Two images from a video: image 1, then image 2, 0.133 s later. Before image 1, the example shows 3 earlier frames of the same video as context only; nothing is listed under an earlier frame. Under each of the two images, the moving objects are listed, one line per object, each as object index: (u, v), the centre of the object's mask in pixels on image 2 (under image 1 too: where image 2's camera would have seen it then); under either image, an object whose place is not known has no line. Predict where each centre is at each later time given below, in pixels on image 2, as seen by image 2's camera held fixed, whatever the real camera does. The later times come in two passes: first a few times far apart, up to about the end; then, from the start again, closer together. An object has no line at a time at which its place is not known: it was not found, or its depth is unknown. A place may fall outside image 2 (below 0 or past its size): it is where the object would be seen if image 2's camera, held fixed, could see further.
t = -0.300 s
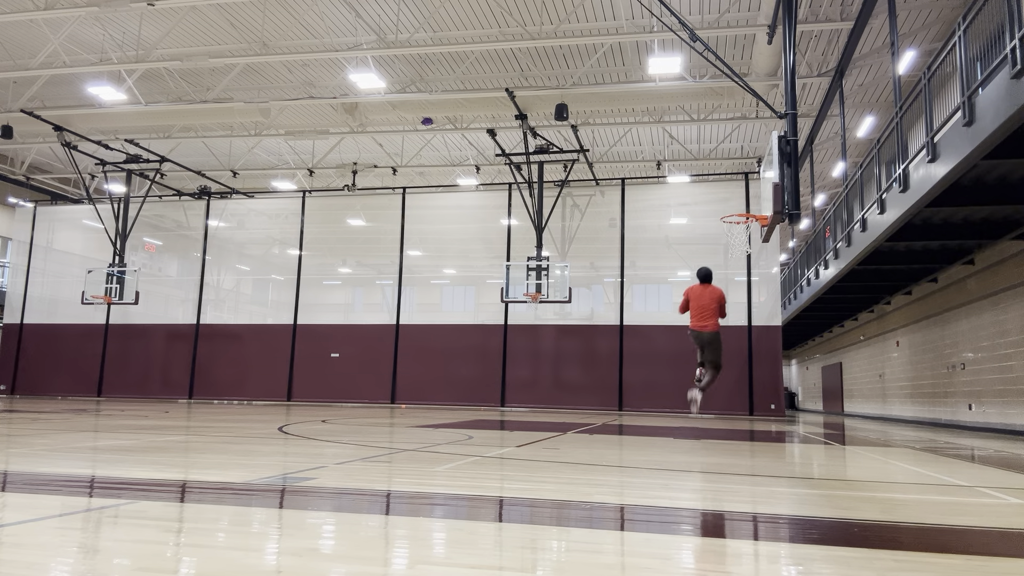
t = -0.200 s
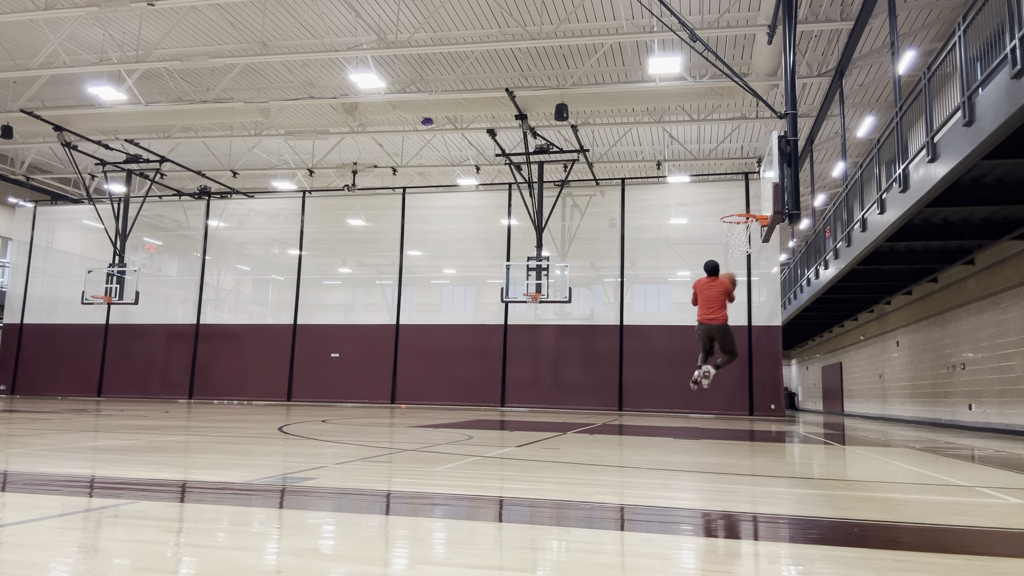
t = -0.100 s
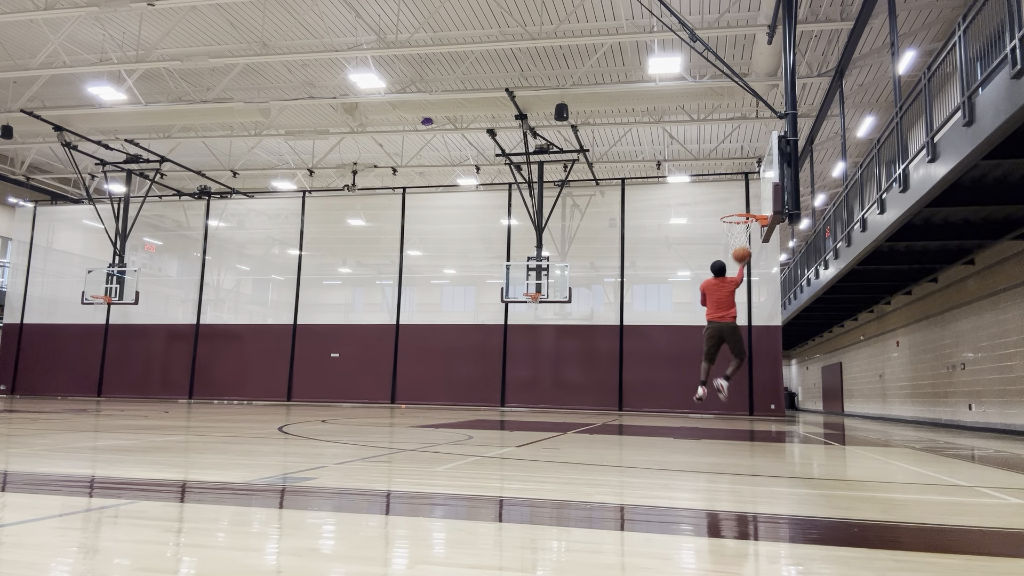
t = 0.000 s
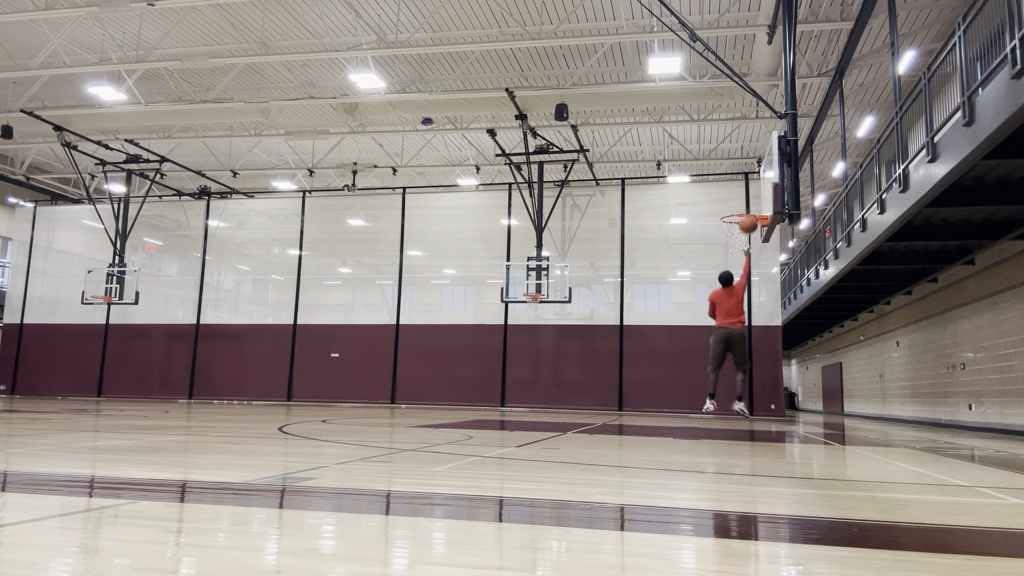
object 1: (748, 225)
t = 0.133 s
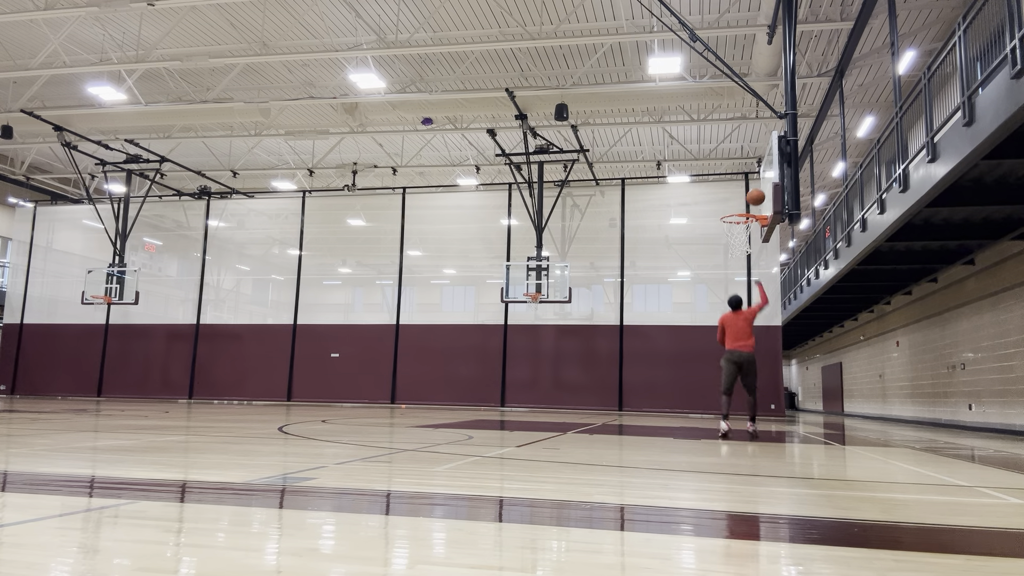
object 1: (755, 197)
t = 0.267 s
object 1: (759, 183)
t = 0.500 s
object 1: (744, 190)
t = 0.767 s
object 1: (730, 238)
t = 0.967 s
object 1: (730, 262)
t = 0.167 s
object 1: (757, 192)
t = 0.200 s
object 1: (759, 188)
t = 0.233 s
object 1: (761, 185)
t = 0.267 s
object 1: (759, 183)
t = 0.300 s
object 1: (757, 182)
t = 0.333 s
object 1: (755, 181)
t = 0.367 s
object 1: (752, 182)
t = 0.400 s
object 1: (750, 182)
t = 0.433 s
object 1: (748, 184)
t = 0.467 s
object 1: (746, 187)
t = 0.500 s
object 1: (744, 190)
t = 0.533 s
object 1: (742, 193)
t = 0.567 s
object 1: (740, 198)
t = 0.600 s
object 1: (738, 203)
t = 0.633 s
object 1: (736, 208)
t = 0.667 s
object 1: (734, 216)
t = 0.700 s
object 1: (733, 223)
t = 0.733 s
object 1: (731, 231)
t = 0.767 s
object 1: (730, 238)
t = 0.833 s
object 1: (729, 246)
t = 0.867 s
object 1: (730, 249)
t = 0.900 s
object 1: (730, 252)
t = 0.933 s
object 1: (730, 257)
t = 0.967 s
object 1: (730, 262)
